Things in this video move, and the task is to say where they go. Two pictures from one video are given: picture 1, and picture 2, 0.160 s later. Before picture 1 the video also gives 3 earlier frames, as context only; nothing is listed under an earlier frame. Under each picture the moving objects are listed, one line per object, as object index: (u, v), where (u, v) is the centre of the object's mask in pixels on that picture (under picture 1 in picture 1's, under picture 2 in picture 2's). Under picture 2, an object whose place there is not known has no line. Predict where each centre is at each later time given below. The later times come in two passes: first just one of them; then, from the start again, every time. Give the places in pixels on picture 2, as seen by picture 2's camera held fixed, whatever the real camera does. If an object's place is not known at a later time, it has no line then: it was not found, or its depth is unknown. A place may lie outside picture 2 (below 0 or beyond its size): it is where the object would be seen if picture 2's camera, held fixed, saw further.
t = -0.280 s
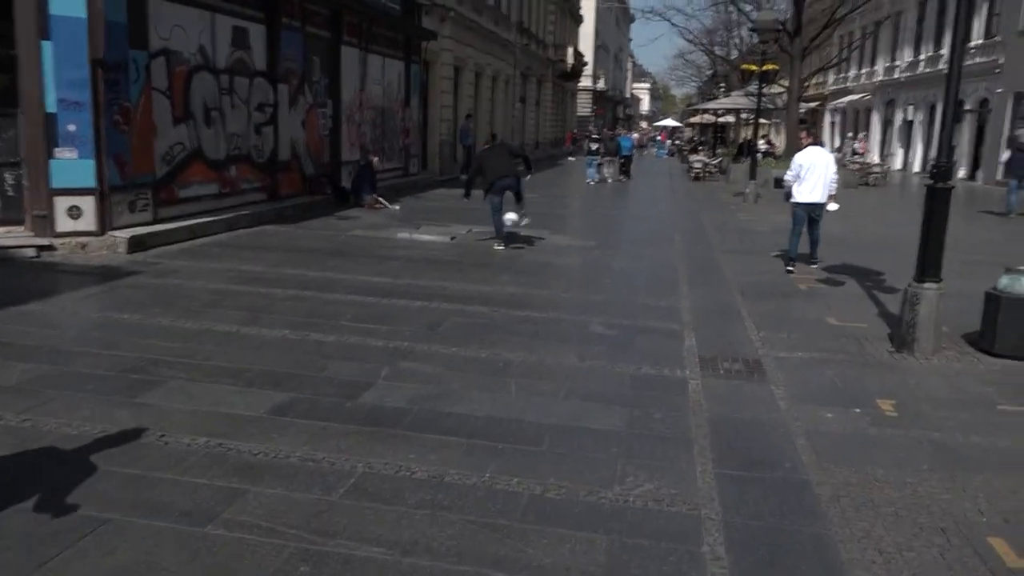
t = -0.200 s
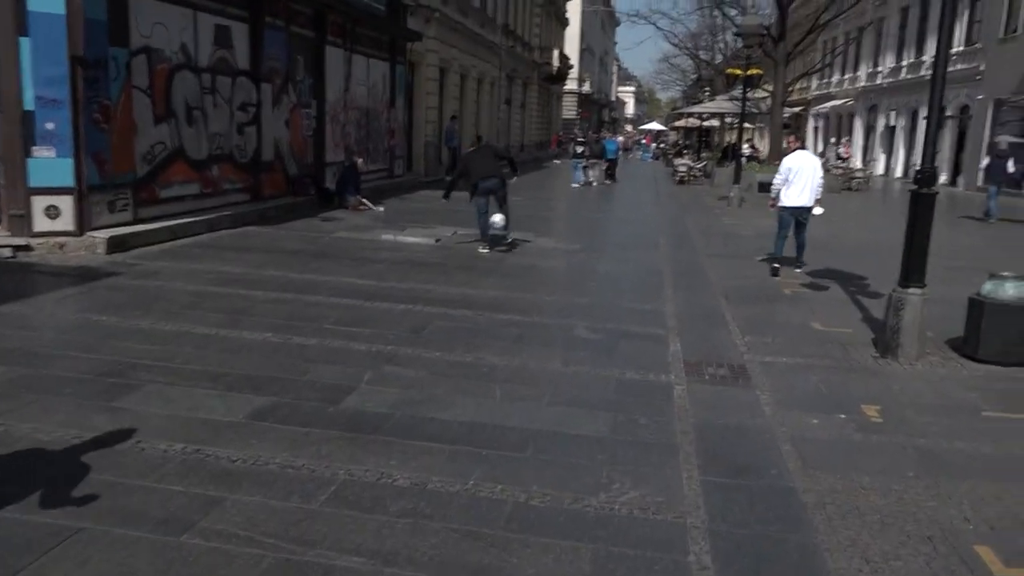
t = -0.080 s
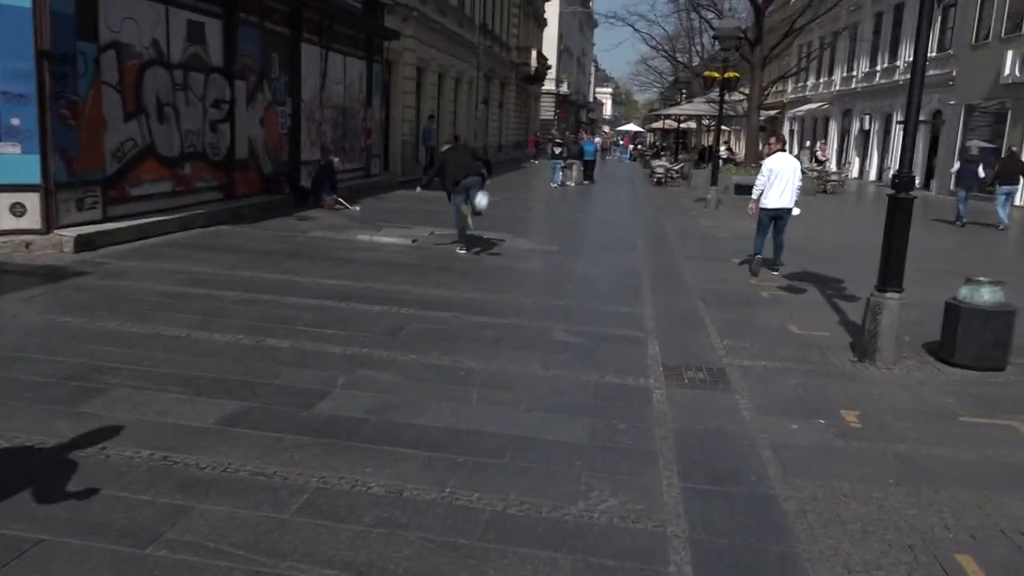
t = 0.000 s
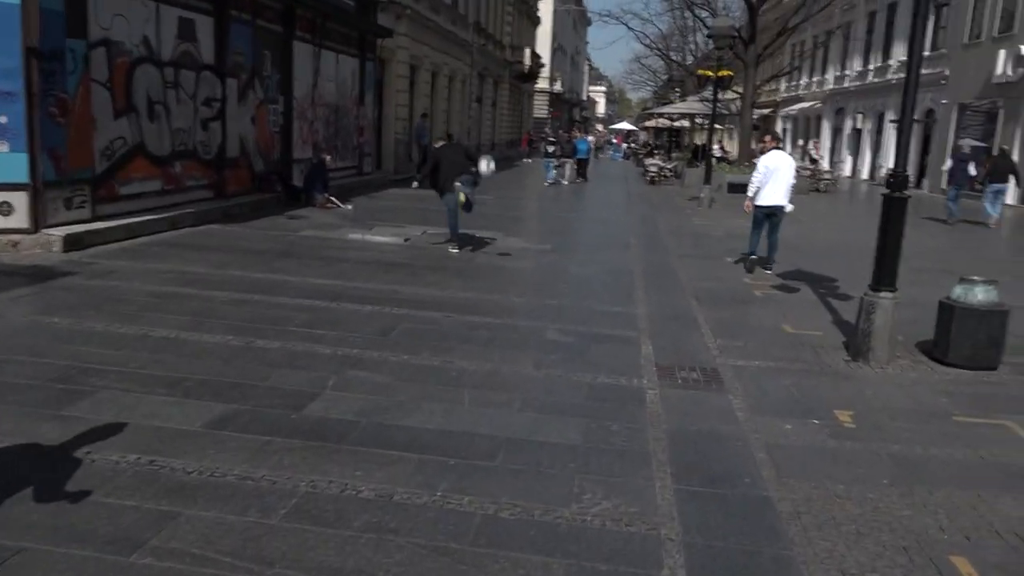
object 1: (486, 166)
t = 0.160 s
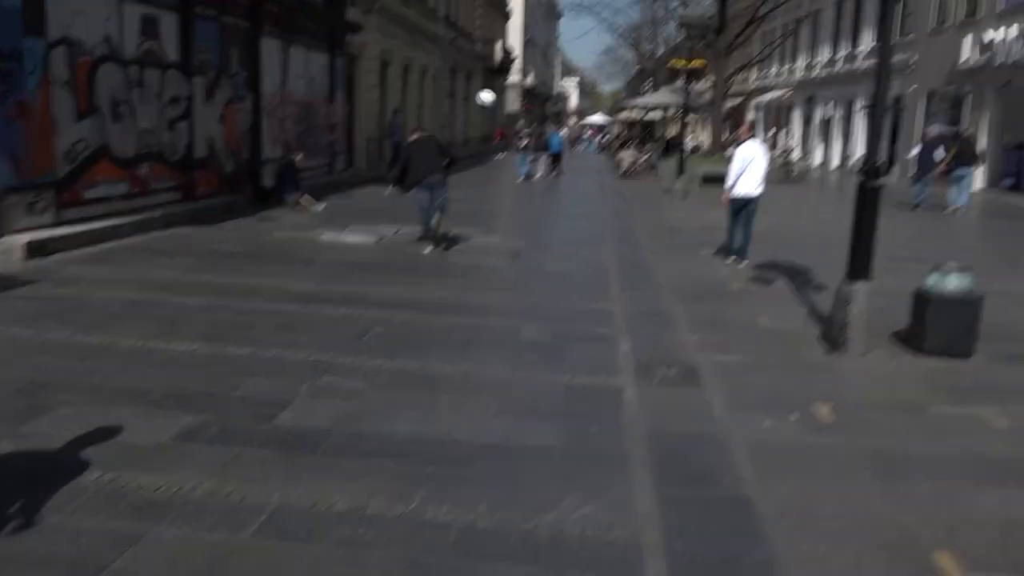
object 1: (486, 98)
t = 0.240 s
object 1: (502, 70)
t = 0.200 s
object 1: (493, 83)
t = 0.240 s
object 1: (502, 70)
